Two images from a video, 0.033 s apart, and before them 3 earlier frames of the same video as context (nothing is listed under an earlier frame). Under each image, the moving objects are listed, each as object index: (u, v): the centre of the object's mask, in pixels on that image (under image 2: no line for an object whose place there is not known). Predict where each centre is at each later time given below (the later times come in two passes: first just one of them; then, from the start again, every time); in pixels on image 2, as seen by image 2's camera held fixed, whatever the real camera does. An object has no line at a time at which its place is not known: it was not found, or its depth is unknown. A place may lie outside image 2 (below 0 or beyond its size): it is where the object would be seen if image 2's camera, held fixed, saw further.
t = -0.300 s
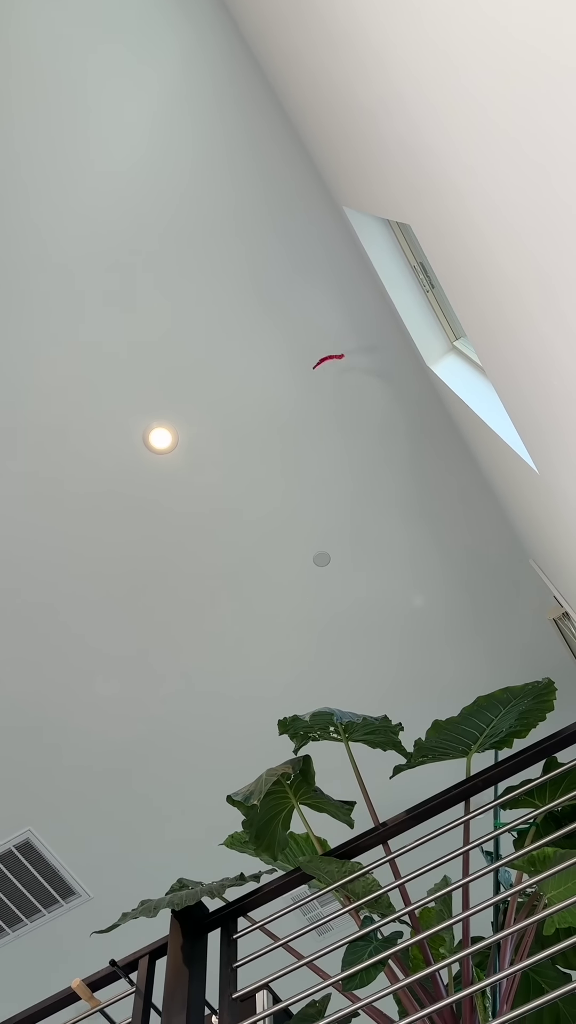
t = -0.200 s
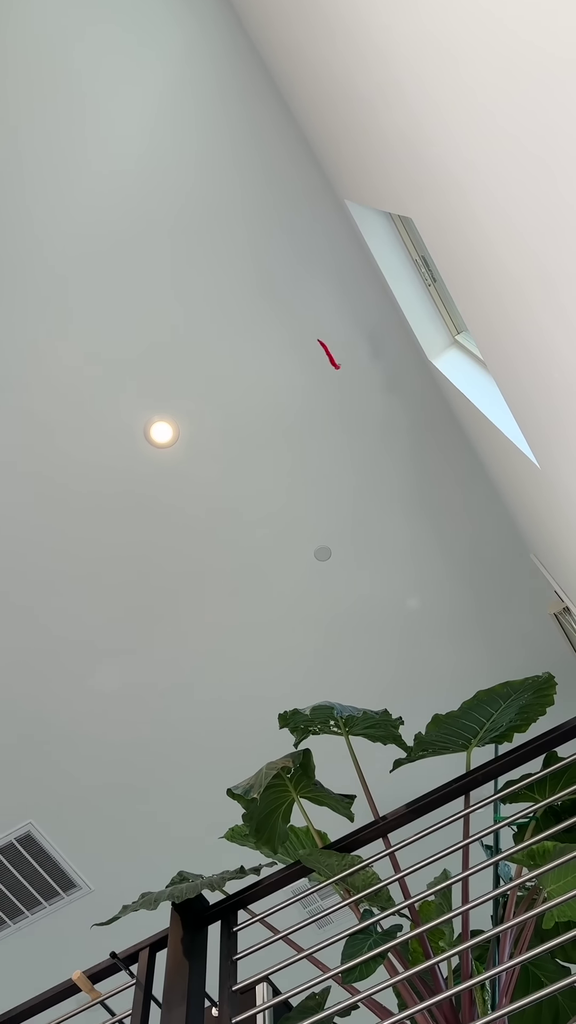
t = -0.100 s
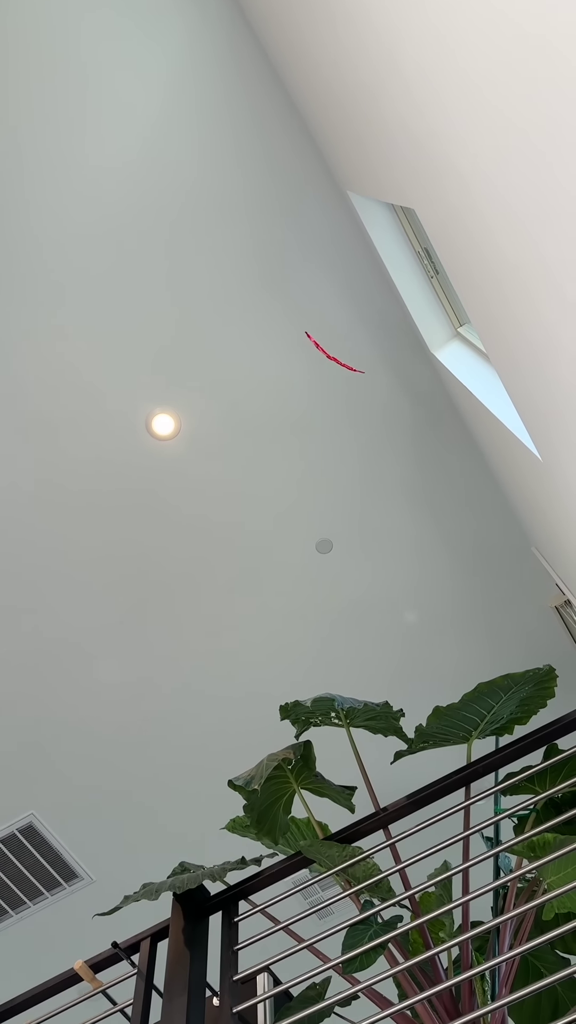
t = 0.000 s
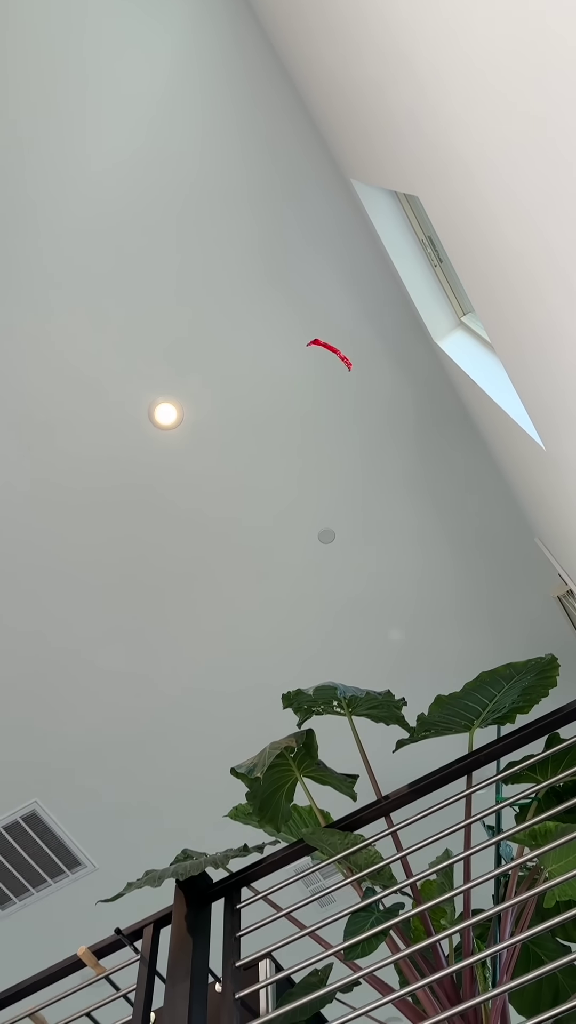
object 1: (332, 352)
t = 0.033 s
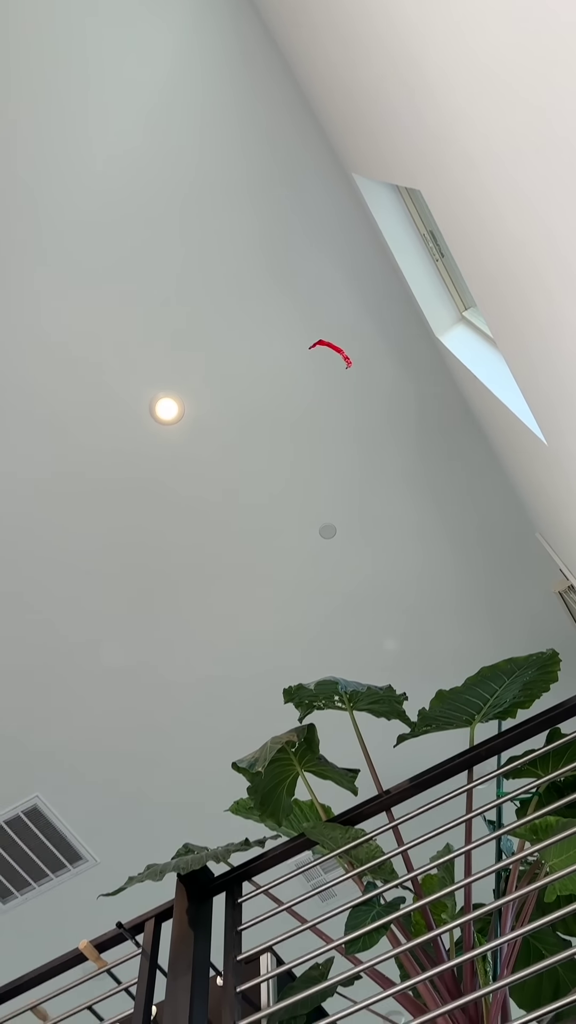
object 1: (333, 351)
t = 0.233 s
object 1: (346, 392)
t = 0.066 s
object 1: (335, 357)
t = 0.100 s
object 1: (338, 364)
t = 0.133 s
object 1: (341, 372)
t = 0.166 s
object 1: (343, 378)
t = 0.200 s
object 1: (344, 385)
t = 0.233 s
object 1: (346, 392)
